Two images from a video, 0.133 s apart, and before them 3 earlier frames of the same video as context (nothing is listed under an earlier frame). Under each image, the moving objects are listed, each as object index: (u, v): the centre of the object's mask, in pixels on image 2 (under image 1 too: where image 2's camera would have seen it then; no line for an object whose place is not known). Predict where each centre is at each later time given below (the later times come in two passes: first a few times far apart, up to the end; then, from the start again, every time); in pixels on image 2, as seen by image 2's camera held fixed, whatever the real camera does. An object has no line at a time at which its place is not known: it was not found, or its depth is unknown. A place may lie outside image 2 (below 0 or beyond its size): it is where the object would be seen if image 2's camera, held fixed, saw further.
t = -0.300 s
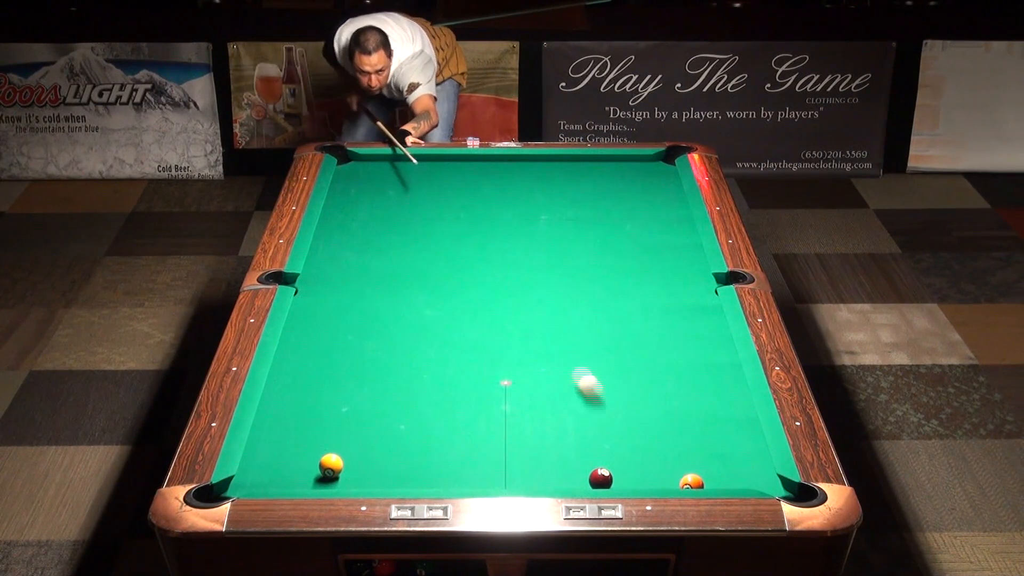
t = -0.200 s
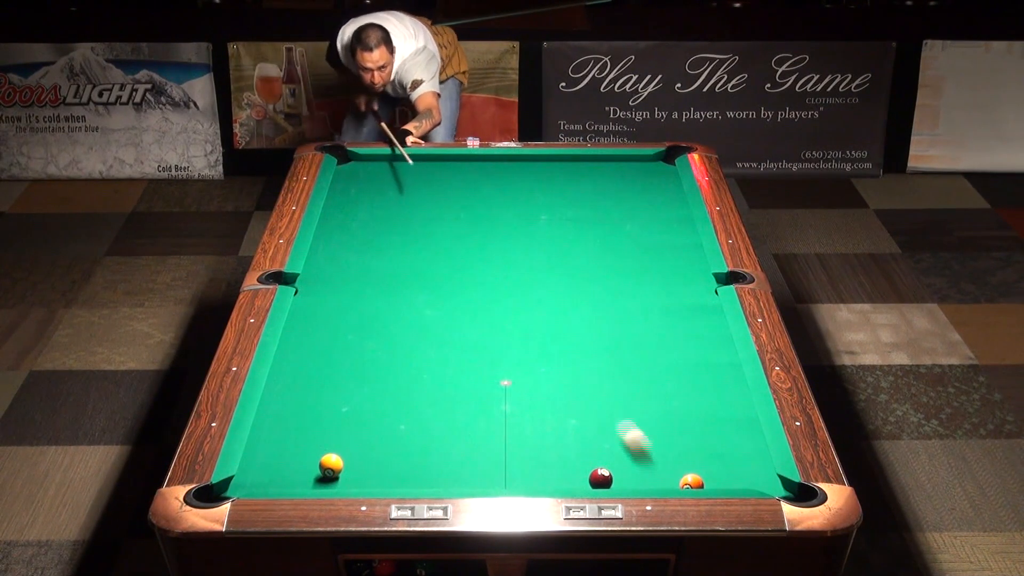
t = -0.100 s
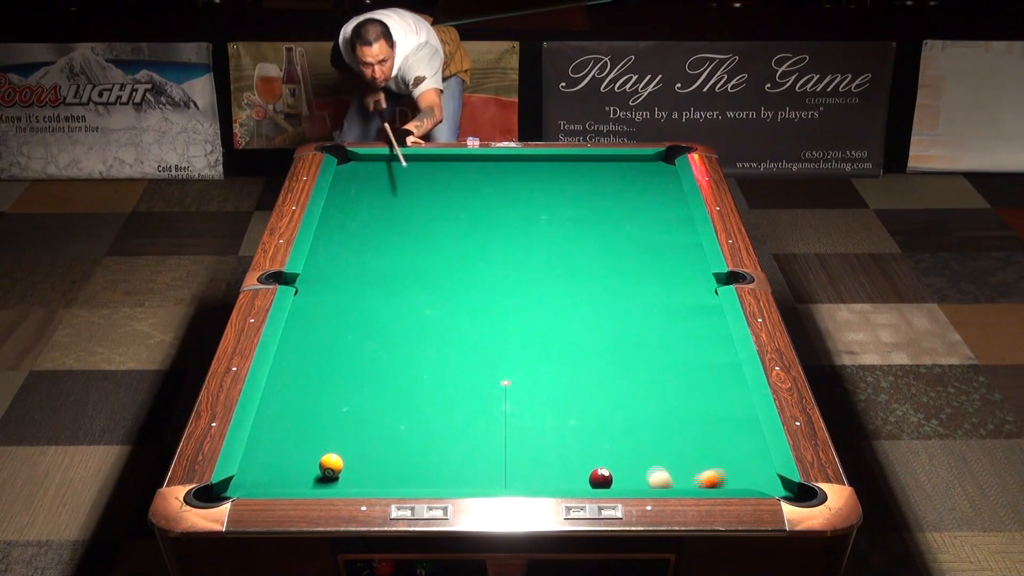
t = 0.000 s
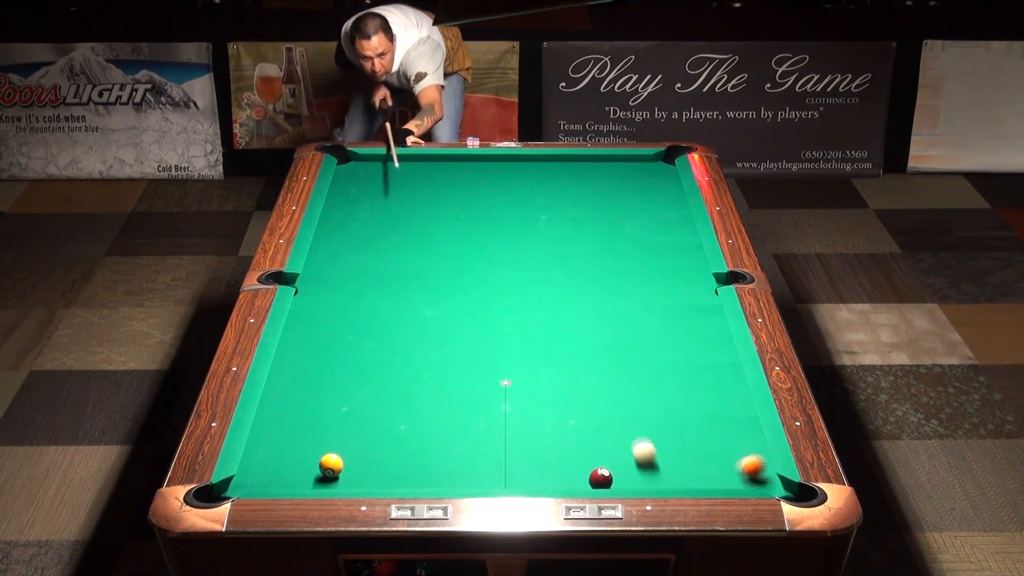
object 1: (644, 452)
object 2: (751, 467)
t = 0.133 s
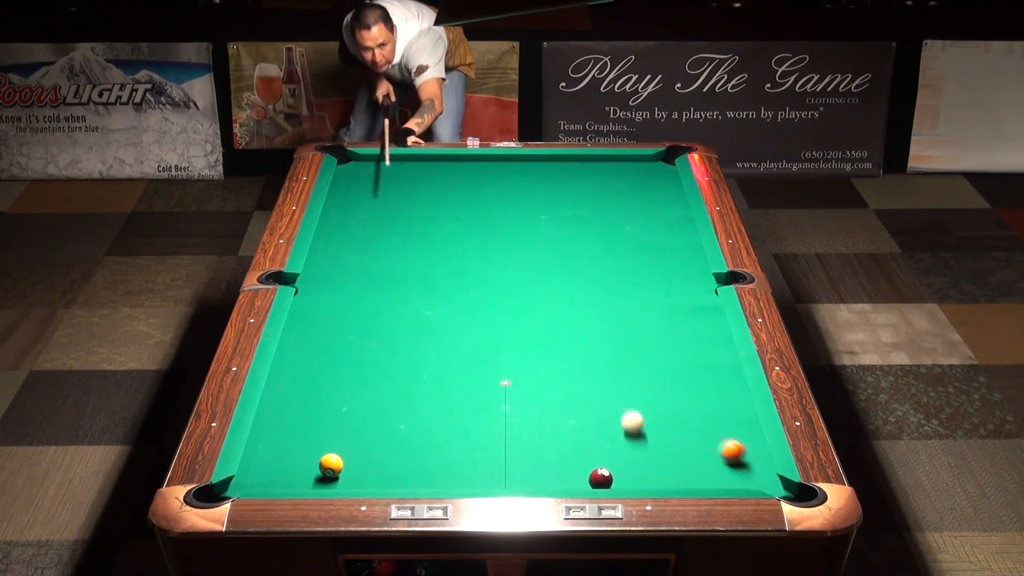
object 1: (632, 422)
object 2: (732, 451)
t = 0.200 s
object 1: (630, 411)
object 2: (715, 444)
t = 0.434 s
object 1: (629, 379)
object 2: (657, 419)
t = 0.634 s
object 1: (629, 354)
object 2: (612, 400)
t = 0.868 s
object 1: (629, 327)
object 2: (563, 379)
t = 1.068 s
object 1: (629, 307)
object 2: (524, 363)
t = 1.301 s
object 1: (629, 284)
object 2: (482, 345)
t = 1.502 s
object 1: (629, 267)
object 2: (448, 331)
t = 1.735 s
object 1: (629, 249)
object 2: (412, 316)
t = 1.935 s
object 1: (630, 234)
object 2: (382, 304)
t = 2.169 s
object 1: (630, 219)
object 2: (351, 290)
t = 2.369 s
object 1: (631, 207)
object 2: (325, 279)
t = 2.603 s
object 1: (631, 193)
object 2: (319, 270)
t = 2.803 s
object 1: (632, 183)
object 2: (333, 264)
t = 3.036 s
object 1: (632, 171)
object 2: (348, 258)
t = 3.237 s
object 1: (632, 162)
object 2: (360, 253)
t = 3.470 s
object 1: (634, 161)
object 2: (372, 248)
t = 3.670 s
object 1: (636, 166)
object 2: (382, 243)
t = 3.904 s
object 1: (638, 171)
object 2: (393, 239)
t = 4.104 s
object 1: (639, 175)
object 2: (401, 236)
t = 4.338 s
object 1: (640, 179)
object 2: (410, 232)
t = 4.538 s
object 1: (641, 183)
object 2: (417, 229)
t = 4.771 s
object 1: (642, 187)
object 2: (423, 227)
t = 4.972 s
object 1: (643, 190)
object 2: (429, 225)
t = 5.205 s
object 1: (645, 194)
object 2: (434, 222)
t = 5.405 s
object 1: (646, 196)
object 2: (438, 221)
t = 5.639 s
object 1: (647, 199)
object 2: (442, 220)
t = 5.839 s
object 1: (647, 202)
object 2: (444, 219)
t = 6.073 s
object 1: (648, 204)
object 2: (446, 219)
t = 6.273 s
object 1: (648, 205)
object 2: (448, 218)
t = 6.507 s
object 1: (649, 207)
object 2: (448, 218)
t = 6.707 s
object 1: (649, 208)
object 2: (448, 218)
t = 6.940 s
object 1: (649, 209)
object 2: (447, 218)
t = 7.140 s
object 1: (649, 210)
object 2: (447, 218)
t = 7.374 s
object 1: (649, 210)
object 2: (447, 218)
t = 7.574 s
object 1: (649, 210)
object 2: (447, 218)
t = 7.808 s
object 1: (649, 210)
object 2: (447, 218)
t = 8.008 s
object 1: (649, 210)
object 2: (447, 218)
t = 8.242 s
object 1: (649, 210)
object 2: (447, 218)
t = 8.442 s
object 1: (649, 210)
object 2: (447, 218)
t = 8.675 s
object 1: (649, 210)
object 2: (447, 218)
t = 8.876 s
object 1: (649, 210)
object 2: (447, 218)
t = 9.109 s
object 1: (649, 210)
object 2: (447, 218)
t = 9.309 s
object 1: (649, 210)
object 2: (447, 218)
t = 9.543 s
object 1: (649, 210)
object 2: (447, 218)
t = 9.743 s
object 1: (649, 210)
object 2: (447, 218)
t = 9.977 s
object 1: (649, 210)
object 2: (447, 218)
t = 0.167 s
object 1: (631, 416)
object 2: (723, 447)
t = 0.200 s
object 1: (630, 411)
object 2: (715, 444)
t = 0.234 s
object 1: (630, 406)
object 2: (706, 440)
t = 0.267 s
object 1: (630, 401)
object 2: (698, 437)
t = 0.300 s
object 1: (630, 397)
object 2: (689, 433)
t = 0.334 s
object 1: (630, 392)
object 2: (681, 430)
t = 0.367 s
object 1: (630, 387)
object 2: (673, 426)
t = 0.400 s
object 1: (630, 383)
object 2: (665, 423)
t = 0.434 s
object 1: (629, 379)
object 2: (657, 419)
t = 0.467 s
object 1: (629, 374)
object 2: (649, 416)
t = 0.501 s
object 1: (629, 370)
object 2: (641, 413)
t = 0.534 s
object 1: (629, 366)
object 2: (634, 410)
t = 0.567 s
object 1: (629, 361)
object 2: (627, 407)
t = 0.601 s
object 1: (629, 357)
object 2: (619, 403)
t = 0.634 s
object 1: (629, 354)
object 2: (612, 400)
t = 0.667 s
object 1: (629, 349)
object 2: (604, 397)
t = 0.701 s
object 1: (629, 345)
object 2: (597, 394)
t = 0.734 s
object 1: (629, 342)
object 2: (590, 390)
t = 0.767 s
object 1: (629, 338)
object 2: (583, 388)
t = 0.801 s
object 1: (629, 334)
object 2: (576, 385)
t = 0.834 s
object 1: (629, 331)
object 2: (569, 382)
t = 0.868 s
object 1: (629, 327)
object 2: (563, 379)
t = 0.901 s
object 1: (629, 323)
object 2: (556, 376)
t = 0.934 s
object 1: (629, 320)
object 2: (549, 373)
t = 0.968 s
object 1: (629, 317)
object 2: (543, 371)
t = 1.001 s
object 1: (629, 313)
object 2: (536, 368)
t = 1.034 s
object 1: (629, 310)
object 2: (530, 365)
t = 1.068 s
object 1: (629, 307)
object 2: (524, 363)
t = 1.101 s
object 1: (629, 303)
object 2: (518, 360)
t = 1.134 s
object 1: (629, 300)
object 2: (512, 357)
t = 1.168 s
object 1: (629, 297)
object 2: (506, 355)
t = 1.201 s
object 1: (629, 294)
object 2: (499, 352)
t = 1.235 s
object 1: (629, 291)
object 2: (493, 350)
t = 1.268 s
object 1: (629, 288)
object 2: (488, 348)
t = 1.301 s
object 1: (629, 284)
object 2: (482, 345)
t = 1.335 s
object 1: (629, 281)
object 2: (476, 342)
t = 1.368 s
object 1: (629, 279)
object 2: (470, 340)
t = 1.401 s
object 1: (629, 276)
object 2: (465, 338)
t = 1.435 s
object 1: (629, 273)
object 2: (459, 335)
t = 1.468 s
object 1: (629, 270)
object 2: (454, 333)
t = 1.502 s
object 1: (629, 267)
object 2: (448, 331)
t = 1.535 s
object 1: (629, 265)
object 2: (443, 328)
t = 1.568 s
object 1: (629, 262)
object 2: (438, 327)
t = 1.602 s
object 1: (630, 259)
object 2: (432, 324)
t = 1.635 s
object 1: (629, 257)
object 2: (427, 322)
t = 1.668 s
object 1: (630, 254)
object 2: (422, 320)
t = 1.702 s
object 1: (629, 251)
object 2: (417, 318)
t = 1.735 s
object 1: (629, 249)
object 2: (412, 316)
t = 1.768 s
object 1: (629, 247)
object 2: (407, 314)
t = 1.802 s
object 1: (630, 244)
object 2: (402, 312)
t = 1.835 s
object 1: (630, 242)
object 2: (397, 309)
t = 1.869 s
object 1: (630, 239)
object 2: (392, 307)
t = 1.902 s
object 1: (630, 237)
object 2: (387, 306)
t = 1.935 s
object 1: (630, 234)
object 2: (382, 304)
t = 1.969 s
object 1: (630, 232)
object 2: (378, 301)
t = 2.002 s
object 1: (630, 230)
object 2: (373, 299)
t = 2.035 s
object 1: (630, 228)
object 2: (369, 298)
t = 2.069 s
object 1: (630, 226)
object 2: (364, 295)
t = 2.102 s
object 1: (630, 223)
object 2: (360, 294)
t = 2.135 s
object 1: (630, 221)
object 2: (355, 292)
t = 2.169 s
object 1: (630, 219)
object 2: (351, 290)
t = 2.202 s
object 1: (630, 217)
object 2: (346, 288)
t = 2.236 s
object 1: (631, 215)
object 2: (342, 286)
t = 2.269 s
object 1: (631, 213)
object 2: (338, 284)
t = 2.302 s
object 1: (631, 211)
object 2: (333, 283)
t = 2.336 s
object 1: (631, 209)
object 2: (329, 281)
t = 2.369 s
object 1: (631, 207)
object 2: (325, 279)
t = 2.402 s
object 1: (631, 205)
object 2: (321, 277)
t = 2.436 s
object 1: (631, 203)
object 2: (317, 276)
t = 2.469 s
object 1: (631, 201)
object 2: (313, 274)
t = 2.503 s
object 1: (631, 199)
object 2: (311, 273)
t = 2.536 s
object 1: (631, 197)
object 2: (314, 271)
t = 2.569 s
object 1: (631, 195)
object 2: (317, 271)
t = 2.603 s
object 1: (631, 193)
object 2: (319, 270)
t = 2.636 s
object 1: (631, 192)
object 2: (321, 269)
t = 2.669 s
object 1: (632, 190)
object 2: (324, 268)
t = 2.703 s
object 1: (632, 188)
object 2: (326, 267)
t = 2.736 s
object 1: (632, 186)
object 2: (328, 266)
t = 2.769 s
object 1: (632, 185)
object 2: (330, 265)
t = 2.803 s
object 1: (632, 183)
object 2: (333, 264)
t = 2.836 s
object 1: (632, 181)
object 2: (335, 263)
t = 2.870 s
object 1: (632, 179)
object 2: (337, 262)
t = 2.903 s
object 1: (632, 178)
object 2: (340, 261)
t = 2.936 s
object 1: (632, 176)
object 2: (341, 260)
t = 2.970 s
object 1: (632, 175)
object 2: (344, 259)
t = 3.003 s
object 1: (632, 173)
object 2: (346, 258)
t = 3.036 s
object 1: (632, 171)
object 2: (348, 258)
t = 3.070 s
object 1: (632, 170)
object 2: (350, 257)
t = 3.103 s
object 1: (632, 168)
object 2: (352, 256)
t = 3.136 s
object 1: (632, 167)
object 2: (354, 255)
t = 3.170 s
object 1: (632, 165)
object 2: (356, 254)
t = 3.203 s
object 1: (632, 164)
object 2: (358, 254)
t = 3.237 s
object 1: (632, 162)
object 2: (360, 253)
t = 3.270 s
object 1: (632, 161)
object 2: (361, 252)
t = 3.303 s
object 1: (632, 160)
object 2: (363, 251)
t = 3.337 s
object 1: (632, 158)
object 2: (365, 250)
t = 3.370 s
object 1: (633, 159)
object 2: (367, 250)
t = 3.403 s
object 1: (633, 160)
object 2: (369, 249)
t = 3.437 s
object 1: (633, 160)
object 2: (370, 248)
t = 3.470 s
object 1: (634, 161)
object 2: (372, 248)
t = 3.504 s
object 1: (634, 162)
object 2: (374, 247)
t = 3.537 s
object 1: (634, 163)
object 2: (376, 246)
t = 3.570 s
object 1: (635, 163)
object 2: (377, 245)
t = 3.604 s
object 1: (635, 164)
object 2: (379, 245)
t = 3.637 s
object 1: (635, 165)
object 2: (381, 244)
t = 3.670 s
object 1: (636, 166)
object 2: (382, 243)
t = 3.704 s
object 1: (636, 166)
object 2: (384, 243)
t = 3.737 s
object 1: (636, 167)
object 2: (385, 242)
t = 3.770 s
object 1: (637, 168)
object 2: (387, 242)
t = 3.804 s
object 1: (637, 169)
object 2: (389, 241)
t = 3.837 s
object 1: (637, 169)
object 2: (390, 240)
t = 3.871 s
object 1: (637, 170)
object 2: (391, 240)
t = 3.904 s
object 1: (638, 171)
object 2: (393, 239)
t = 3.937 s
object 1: (638, 171)
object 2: (394, 239)
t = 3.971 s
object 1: (638, 172)
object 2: (396, 238)
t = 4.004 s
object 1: (639, 173)
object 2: (397, 237)
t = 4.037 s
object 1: (639, 173)
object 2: (399, 237)
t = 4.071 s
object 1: (639, 174)
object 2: (400, 236)
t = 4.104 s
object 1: (639, 175)
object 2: (401, 236)
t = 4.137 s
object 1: (639, 175)
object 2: (402, 235)
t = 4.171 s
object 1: (640, 176)
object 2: (404, 235)
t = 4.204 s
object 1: (640, 177)
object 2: (405, 234)
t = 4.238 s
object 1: (640, 177)
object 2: (406, 233)
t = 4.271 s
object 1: (640, 178)
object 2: (407, 233)
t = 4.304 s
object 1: (640, 179)
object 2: (409, 232)
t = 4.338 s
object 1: (640, 179)
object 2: (410, 232)
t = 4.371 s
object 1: (641, 180)
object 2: (411, 231)
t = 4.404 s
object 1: (641, 181)
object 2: (412, 231)
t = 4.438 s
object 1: (641, 181)
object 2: (413, 231)
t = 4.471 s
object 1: (641, 182)
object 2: (415, 230)
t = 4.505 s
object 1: (641, 182)
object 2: (416, 230)
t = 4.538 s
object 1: (641, 183)
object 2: (417, 229)
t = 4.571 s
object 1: (641, 184)
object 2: (418, 229)
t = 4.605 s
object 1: (641, 184)
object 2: (419, 229)
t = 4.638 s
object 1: (642, 185)
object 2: (420, 228)
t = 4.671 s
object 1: (642, 185)
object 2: (421, 228)
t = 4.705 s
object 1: (642, 186)
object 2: (422, 227)
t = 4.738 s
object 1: (642, 186)
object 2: (422, 227)
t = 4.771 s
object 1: (642, 187)
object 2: (423, 227)
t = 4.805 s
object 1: (642, 187)
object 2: (424, 226)
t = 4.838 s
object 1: (643, 188)
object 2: (425, 226)
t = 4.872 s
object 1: (643, 189)
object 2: (426, 226)
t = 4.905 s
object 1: (643, 189)
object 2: (427, 225)
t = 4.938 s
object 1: (643, 190)
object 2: (428, 225)
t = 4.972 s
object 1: (643, 190)
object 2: (429, 225)
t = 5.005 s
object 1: (644, 191)
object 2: (430, 224)
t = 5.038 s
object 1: (644, 191)
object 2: (430, 223)
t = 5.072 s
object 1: (644, 192)
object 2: (431, 223)
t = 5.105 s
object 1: (644, 192)
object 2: (432, 223)
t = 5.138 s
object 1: (644, 193)
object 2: (433, 223)
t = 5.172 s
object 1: (645, 193)
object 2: (433, 223)
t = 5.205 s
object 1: (645, 194)
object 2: (434, 222)
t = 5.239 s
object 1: (645, 194)
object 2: (435, 222)
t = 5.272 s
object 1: (645, 195)
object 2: (435, 222)
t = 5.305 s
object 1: (645, 195)
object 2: (436, 222)
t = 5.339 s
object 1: (645, 196)
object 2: (437, 222)
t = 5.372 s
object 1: (646, 196)
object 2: (437, 222)
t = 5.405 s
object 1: (646, 196)
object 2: (438, 221)
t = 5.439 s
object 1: (646, 197)
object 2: (439, 221)
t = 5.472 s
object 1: (646, 197)
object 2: (439, 221)
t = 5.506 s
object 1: (646, 198)
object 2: (440, 221)
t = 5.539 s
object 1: (646, 198)
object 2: (440, 220)
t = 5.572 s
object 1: (646, 199)
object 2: (441, 220)
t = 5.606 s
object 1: (647, 199)
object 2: (441, 220)
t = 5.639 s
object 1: (647, 199)
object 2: (442, 220)
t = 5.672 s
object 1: (647, 200)
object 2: (442, 220)
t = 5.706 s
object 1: (647, 200)
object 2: (443, 220)
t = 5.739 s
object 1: (647, 200)
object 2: (443, 219)
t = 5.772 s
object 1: (647, 201)
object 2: (444, 219)
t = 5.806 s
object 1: (647, 201)
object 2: (444, 219)
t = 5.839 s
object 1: (647, 202)
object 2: (444, 219)
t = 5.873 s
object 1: (647, 202)
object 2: (445, 219)
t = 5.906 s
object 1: (648, 202)
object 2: (445, 219)
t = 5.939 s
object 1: (648, 202)
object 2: (445, 219)
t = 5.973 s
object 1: (648, 203)
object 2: (446, 219)
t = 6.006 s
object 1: (648, 203)
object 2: (446, 219)
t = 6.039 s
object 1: (648, 204)
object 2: (446, 219)
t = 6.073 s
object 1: (648, 204)
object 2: (446, 219)
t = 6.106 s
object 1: (648, 204)
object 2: (447, 218)
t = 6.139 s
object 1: (648, 204)
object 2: (447, 218)
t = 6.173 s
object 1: (648, 205)
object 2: (447, 218)
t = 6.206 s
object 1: (648, 205)
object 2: (448, 218)
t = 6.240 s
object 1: (648, 205)
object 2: (448, 218)
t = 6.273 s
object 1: (648, 205)
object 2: (448, 218)
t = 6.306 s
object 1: (648, 206)
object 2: (448, 218)
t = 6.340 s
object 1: (648, 206)
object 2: (448, 218)
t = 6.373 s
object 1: (648, 206)
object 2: (448, 218)
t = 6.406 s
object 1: (648, 206)
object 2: (448, 218)
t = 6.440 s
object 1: (649, 207)
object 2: (448, 218)
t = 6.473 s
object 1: (649, 207)
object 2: (448, 218)
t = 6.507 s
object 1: (649, 207)
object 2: (448, 218)
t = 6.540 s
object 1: (649, 207)
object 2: (448, 218)
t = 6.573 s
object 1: (649, 207)
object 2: (448, 218)
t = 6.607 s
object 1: (649, 208)
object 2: (448, 218)
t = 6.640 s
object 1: (649, 208)
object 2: (448, 218)
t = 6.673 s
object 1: (649, 208)
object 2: (448, 218)
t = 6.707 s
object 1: (649, 208)
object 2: (448, 218)
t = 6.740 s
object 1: (649, 208)
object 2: (447, 218)
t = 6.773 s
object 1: (649, 209)
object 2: (447, 218)
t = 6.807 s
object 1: (649, 209)
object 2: (447, 218)
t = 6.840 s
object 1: (649, 209)
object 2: (447, 218)
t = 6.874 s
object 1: (649, 209)
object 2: (447, 218)
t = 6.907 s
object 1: (649, 209)
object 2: (447, 218)
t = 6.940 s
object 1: (649, 209)
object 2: (447, 218)
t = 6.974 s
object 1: (649, 209)
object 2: (447, 218)
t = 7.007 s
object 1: (649, 209)
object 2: (447, 218)
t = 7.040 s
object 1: (649, 210)
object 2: (447, 218)
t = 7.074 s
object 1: (649, 210)
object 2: (447, 218)
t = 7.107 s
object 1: (649, 210)
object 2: (447, 218)
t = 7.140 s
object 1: (649, 210)
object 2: (447, 218)
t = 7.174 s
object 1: (649, 210)
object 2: (447, 218)
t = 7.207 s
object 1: (649, 210)
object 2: (447, 218)
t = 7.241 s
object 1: (649, 210)
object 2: (447, 218)
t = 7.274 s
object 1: (649, 210)
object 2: (447, 218)
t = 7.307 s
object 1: (649, 210)
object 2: (447, 218)
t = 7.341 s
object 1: (649, 210)
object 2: (447, 218)
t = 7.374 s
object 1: (649, 210)
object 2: (447, 218)
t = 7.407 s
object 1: (649, 210)
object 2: (447, 218)
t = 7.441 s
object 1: (649, 210)
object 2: (447, 218)
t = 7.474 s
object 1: (649, 210)
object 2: (447, 218)
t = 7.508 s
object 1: (649, 210)
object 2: (447, 218)
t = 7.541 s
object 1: (649, 210)
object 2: (447, 218)
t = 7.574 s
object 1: (649, 210)
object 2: (447, 218)
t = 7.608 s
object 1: (649, 210)
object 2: (447, 218)
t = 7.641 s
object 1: (649, 210)
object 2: (447, 218)
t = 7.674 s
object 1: (649, 210)
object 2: (447, 218)
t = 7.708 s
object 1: (649, 210)
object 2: (447, 218)
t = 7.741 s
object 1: (649, 210)
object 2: (447, 218)
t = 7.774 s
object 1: (649, 210)
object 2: (447, 218)
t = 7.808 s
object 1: (649, 210)
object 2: (447, 218)
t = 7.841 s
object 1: (649, 210)
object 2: (447, 218)
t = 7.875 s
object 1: (649, 210)
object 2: (447, 218)
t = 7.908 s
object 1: (649, 210)
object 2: (447, 218)
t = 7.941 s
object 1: (649, 210)
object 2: (447, 218)
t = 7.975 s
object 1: (649, 210)
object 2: (447, 218)
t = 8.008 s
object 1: (649, 210)
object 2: (447, 218)
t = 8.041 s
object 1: (649, 210)
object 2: (447, 218)
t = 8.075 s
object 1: (649, 210)
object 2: (447, 218)
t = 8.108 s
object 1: (649, 210)
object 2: (447, 218)
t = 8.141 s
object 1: (649, 210)
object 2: (447, 218)
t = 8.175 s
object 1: (649, 210)
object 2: (447, 218)
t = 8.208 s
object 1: (649, 210)
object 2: (447, 218)
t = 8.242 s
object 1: (649, 210)
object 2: (447, 218)
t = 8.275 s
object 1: (649, 210)
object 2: (447, 218)
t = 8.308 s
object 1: (649, 210)
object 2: (447, 218)
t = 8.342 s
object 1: (649, 210)
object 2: (447, 218)
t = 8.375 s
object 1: (649, 210)
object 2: (447, 218)
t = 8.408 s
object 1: (649, 210)
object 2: (447, 218)
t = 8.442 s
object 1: (649, 210)
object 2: (447, 218)
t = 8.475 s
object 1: (649, 210)
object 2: (447, 218)
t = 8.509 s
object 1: (649, 210)
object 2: (447, 218)
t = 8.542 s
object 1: (649, 210)
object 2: (447, 218)
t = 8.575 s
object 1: (649, 210)
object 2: (447, 218)
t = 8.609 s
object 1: (649, 210)
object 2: (447, 218)
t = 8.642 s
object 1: (649, 210)
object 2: (447, 218)
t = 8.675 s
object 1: (649, 210)
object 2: (447, 218)
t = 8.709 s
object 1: (649, 210)
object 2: (447, 218)
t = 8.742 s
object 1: (649, 210)
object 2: (447, 218)
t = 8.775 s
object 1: (649, 210)
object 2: (447, 218)
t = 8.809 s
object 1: (649, 210)
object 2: (447, 218)
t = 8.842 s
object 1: (649, 210)
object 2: (447, 218)
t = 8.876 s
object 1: (649, 210)
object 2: (447, 218)
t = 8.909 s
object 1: (649, 210)
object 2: (447, 218)
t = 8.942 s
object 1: (649, 210)
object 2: (447, 218)
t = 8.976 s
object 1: (649, 210)
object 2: (447, 218)
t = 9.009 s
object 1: (649, 210)
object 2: (447, 218)
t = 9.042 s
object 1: (649, 210)
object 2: (447, 218)
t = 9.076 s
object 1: (649, 210)
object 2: (447, 218)
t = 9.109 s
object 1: (649, 210)
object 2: (447, 218)
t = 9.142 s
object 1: (649, 210)
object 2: (447, 218)
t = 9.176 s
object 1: (649, 210)
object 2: (447, 218)
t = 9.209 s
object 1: (649, 210)
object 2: (447, 218)
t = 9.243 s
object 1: (649, 210)
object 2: (447, 218)
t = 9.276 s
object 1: (649, 210)
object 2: (447, 218)
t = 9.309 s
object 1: (649, 210)
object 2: (447, 218)
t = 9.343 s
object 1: (649, 210)
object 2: (447, 218)
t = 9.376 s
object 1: (649, 210)
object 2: (447, 218)
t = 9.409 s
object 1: (649, 210)
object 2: (447, 218)
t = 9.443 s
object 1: (649, 210)
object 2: (447, 218)
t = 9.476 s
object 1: (649, 210)
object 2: (447, 218)
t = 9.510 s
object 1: (649, 210)
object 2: (447, 218)
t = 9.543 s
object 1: (649, 210)
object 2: (447, 218)
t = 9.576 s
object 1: (649, 210)
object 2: (447, 218)
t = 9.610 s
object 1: (649, 210)
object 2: (447, 218)
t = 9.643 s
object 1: (649, 210)
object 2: (447, 218)
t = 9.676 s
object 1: (649, 210)
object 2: (447, 218)
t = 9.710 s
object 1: (649, 210)
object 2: (447, 218)
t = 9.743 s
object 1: (649, 210)
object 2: (447, 218)
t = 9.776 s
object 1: (649, 210)
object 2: (447, 218)
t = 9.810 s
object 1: (649, 210)
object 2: (447, 218)
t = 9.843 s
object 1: (649, 210)
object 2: (447, 218)
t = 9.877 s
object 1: (649, 210)
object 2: (447, 218)
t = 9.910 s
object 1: (649, 210)
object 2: (447, 218)
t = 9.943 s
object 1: (649, 210)
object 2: (447, 218)
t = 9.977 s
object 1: (649, 210)
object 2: (447, 218)
